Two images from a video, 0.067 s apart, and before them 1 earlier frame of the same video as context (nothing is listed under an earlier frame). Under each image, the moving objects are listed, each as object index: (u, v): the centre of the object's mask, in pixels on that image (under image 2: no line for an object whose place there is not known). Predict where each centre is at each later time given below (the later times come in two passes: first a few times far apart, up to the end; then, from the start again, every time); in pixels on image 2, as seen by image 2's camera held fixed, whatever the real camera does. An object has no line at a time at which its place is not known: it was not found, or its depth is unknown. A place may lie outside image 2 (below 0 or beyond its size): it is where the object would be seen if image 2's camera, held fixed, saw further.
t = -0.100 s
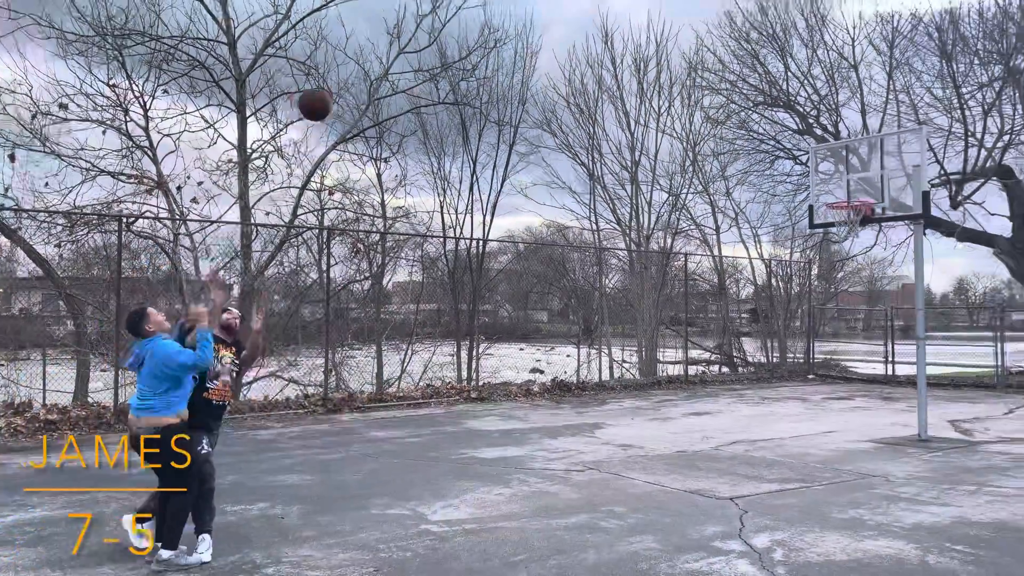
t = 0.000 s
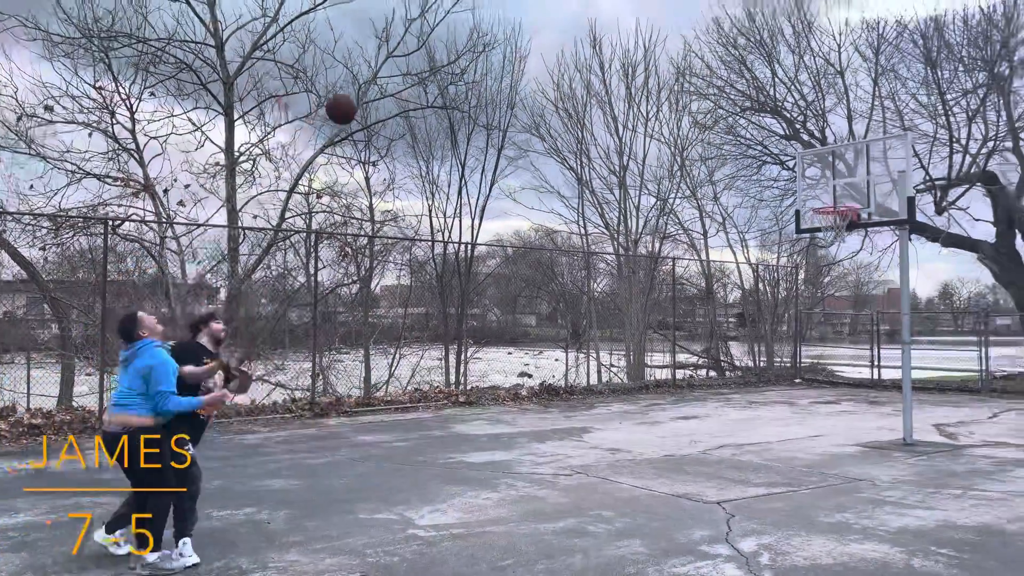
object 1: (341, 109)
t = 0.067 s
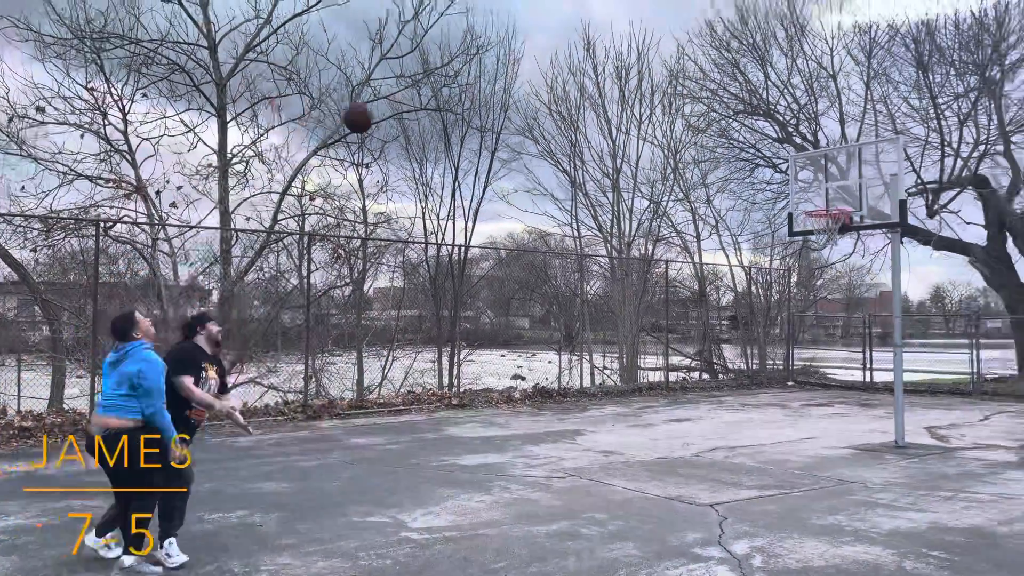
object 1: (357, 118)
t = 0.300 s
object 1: (429, 179)
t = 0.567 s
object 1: (496, 298)
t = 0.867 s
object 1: (548, 456)
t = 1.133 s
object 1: (581, 351)
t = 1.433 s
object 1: (614, 317)
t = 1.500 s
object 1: (622, 320)
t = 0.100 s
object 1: (370, 124)
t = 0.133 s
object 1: (380, 131)
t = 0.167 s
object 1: (391, 138)
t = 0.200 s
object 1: (401, 147)
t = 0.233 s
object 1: (410, 157)
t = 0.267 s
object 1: (420, 167)
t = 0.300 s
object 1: (429, 179)
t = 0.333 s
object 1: (440, 191)
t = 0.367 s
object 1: (447, 204)
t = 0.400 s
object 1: (456, 219)
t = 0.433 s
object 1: (463, 234)
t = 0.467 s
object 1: (472, 249)
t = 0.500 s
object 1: (479, 266)
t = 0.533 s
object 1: (486, 283)
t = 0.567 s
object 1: (496, 298)
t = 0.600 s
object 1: (501, 317)
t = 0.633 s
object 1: (508, 336)
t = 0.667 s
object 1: (514, 356)
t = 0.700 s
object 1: (520, 377)
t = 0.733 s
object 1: (526, 397)
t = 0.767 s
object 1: (532, 420)
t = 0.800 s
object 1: (538, 442)
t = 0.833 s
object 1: (543, 465)
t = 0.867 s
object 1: (548, 456)
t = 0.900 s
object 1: (552, 439)
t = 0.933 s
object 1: (557, 423)
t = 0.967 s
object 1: (561, 408)
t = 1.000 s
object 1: (566, 395)
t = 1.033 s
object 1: (569, 382)
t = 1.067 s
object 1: (573, 370)
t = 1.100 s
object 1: (578, 360)
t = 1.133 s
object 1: (581, 351)
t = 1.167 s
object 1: (586, 343)
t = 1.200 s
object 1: (589, 337)
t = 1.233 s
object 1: (594, 330)
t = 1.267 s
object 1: (596, 326)
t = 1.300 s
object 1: (601, 322)
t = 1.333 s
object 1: (605, 320)
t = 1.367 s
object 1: (606, 319)
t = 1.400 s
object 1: (611, 317)
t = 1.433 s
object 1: (614, 317)
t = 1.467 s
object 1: (617, 317)
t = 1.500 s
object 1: (622, 320)
